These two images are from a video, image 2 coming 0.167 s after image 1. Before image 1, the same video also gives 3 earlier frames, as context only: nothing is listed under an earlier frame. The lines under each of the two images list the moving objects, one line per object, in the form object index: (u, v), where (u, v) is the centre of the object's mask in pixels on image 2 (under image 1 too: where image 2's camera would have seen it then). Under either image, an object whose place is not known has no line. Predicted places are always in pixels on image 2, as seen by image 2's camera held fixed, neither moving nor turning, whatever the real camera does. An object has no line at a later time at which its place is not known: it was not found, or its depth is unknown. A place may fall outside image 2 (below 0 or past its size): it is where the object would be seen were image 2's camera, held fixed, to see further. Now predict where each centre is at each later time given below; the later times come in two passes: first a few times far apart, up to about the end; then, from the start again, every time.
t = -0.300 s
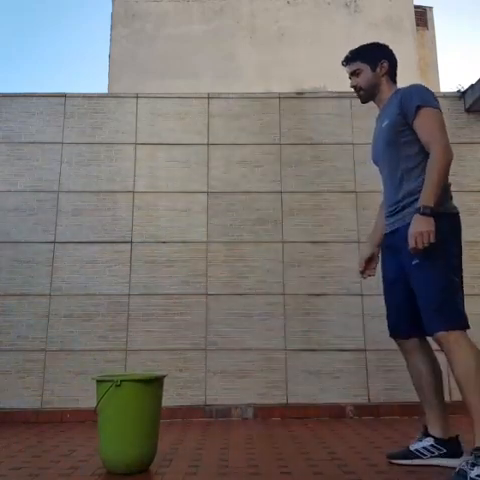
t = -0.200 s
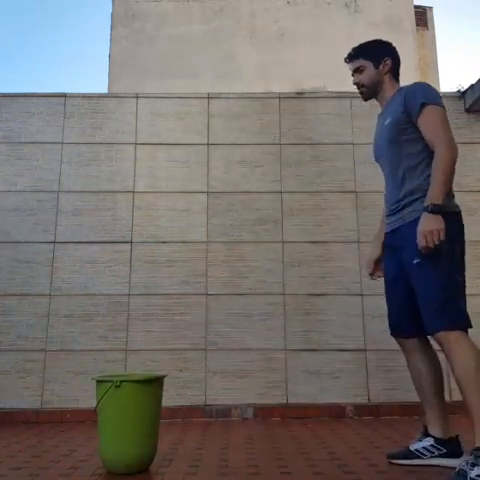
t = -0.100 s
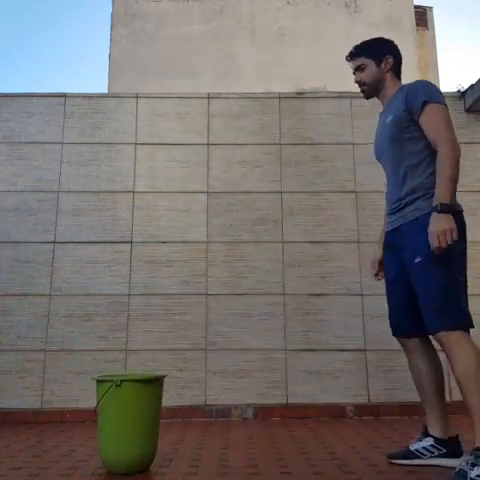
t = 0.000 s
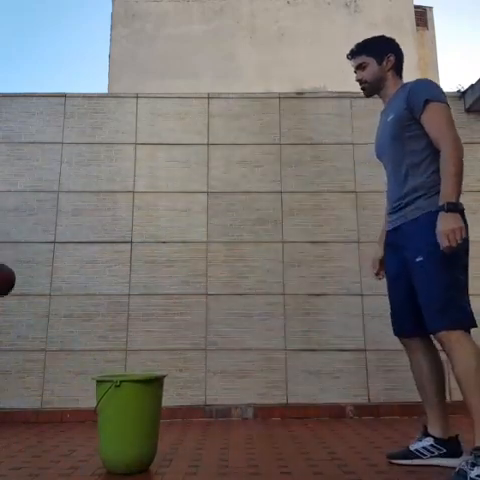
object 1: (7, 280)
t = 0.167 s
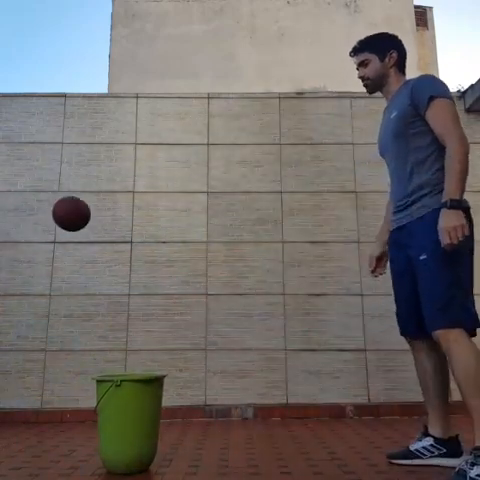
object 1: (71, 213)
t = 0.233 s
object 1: (100, 204)
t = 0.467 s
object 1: (201, 251)
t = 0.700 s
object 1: (316, 459)
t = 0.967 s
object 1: (373, 286)
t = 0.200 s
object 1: (86, 207)
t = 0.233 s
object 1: (100, 204)
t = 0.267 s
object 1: (114, 203)
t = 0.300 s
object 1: (129, 204)
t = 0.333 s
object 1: (143, 208)
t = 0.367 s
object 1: (157, 215)
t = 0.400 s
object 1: (172, 224)
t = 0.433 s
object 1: (186, 236)
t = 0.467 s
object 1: (201, 251)
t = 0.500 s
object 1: (216, 269)
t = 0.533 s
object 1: (232, 291)
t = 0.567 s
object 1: (247, 316)
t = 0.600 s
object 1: (264, 346)
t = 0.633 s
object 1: (281, 381)
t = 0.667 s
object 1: (300, 421)
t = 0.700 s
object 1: (316, 459)
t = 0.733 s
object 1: (324, 431)
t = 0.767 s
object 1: (330, 399)
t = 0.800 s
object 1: (337, 374)
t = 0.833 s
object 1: (344, 351)
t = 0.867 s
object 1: (351, 331)
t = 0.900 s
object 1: (358, 313)
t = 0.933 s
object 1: (365, 298)
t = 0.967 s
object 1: (373, 286)
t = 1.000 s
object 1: (382, 277)
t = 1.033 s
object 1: (390, 271)
